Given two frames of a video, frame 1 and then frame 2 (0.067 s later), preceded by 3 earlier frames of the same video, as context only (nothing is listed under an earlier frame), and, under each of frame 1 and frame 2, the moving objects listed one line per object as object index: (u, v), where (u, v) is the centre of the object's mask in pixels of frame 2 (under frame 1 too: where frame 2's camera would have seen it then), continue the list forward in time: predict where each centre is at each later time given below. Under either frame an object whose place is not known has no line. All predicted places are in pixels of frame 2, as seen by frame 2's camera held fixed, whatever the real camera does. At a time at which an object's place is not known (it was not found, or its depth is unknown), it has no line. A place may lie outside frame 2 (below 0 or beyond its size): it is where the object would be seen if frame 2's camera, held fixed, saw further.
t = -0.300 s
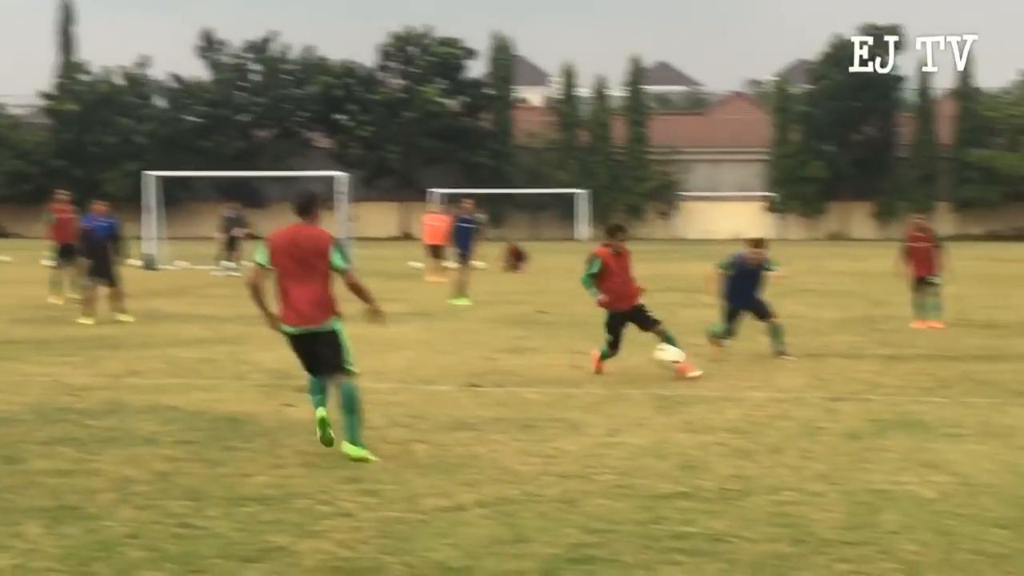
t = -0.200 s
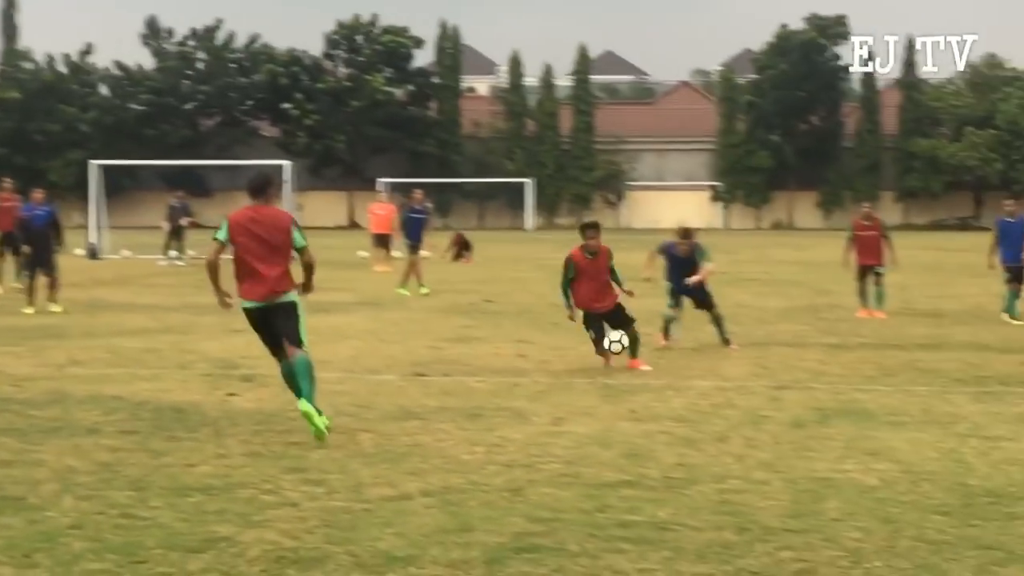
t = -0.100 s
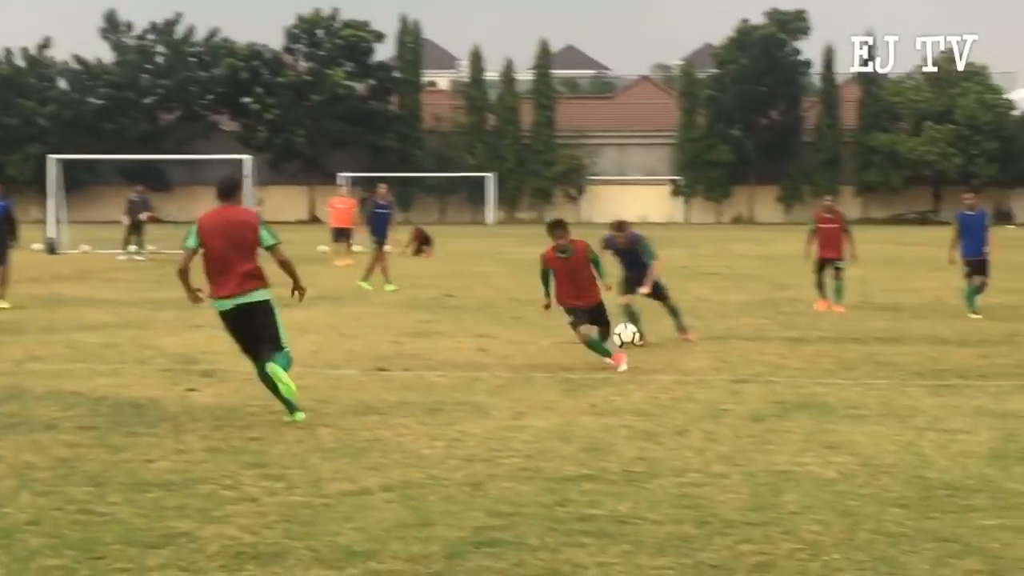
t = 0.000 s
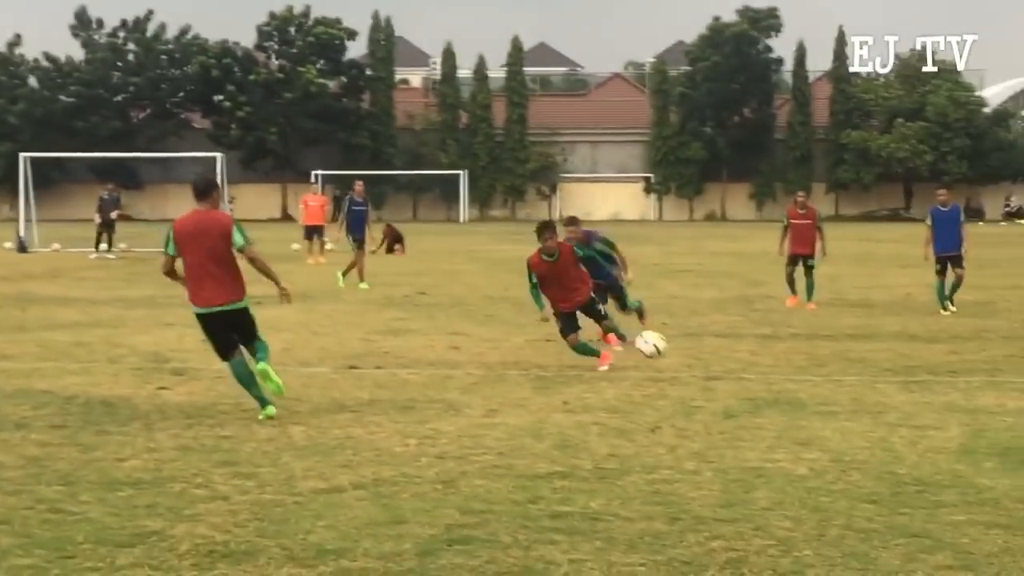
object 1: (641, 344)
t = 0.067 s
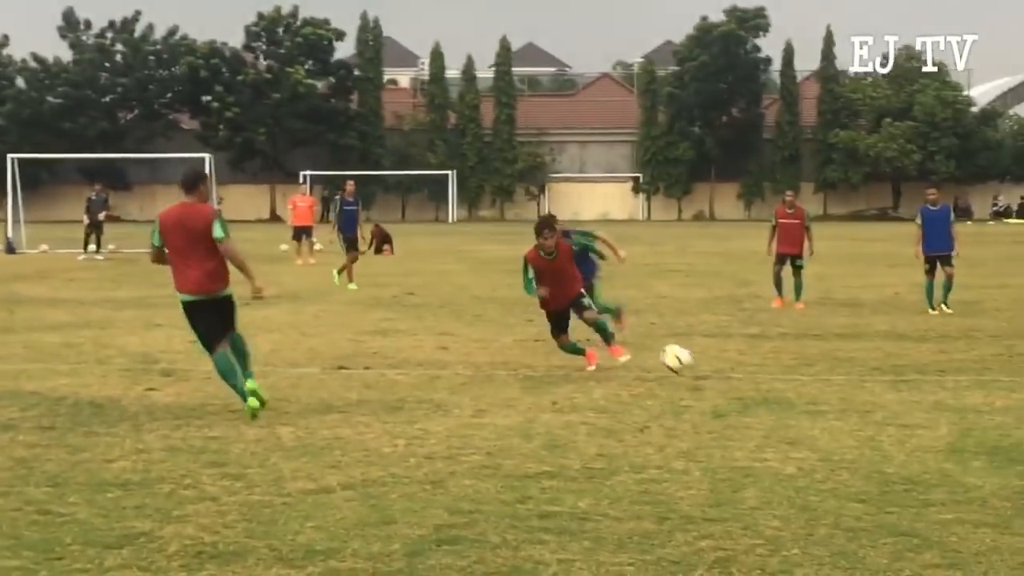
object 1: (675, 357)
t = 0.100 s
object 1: (696, 367)
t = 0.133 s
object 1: (715, 380)
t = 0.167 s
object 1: (734, 380)
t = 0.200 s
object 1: (750, 378)
